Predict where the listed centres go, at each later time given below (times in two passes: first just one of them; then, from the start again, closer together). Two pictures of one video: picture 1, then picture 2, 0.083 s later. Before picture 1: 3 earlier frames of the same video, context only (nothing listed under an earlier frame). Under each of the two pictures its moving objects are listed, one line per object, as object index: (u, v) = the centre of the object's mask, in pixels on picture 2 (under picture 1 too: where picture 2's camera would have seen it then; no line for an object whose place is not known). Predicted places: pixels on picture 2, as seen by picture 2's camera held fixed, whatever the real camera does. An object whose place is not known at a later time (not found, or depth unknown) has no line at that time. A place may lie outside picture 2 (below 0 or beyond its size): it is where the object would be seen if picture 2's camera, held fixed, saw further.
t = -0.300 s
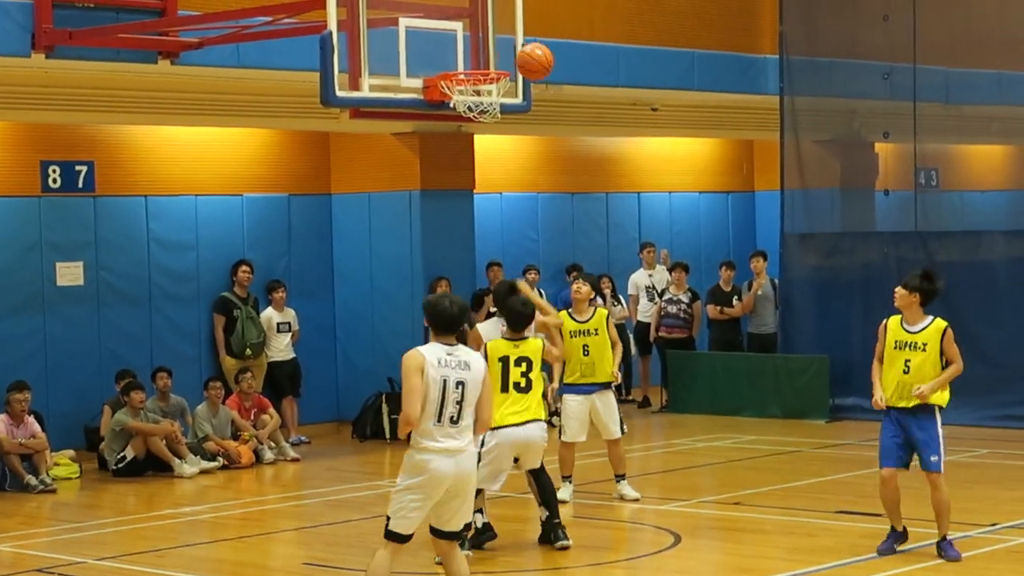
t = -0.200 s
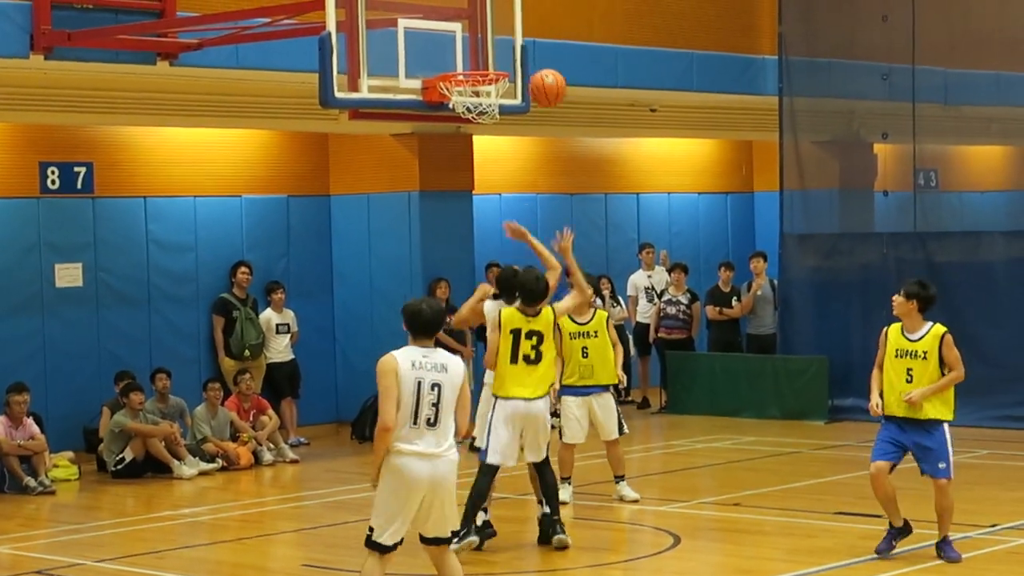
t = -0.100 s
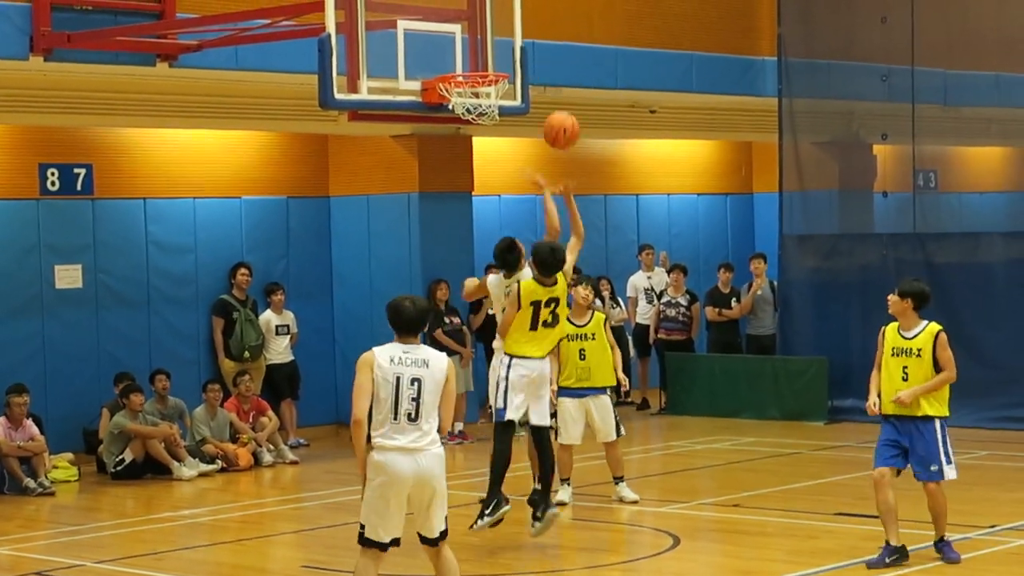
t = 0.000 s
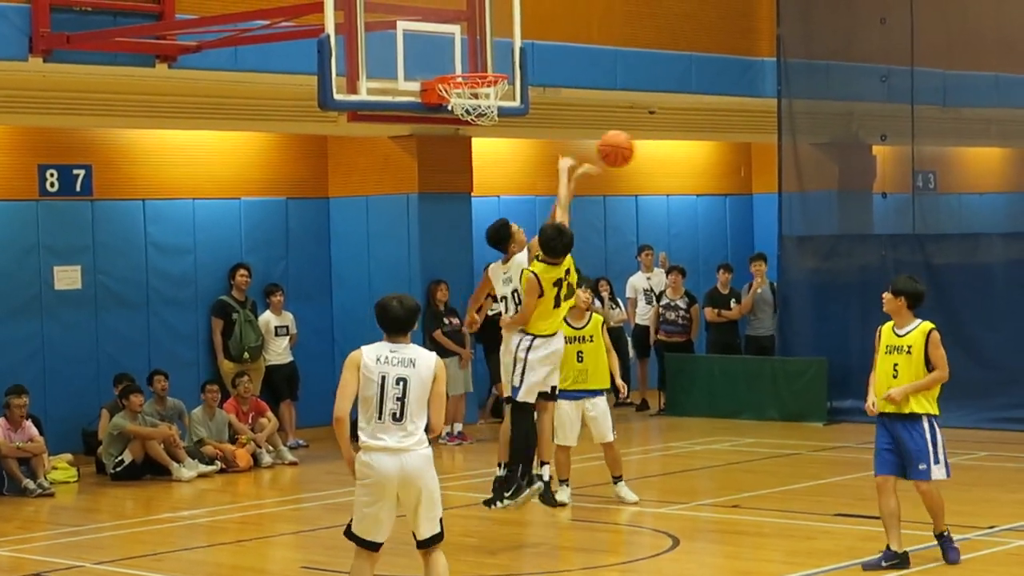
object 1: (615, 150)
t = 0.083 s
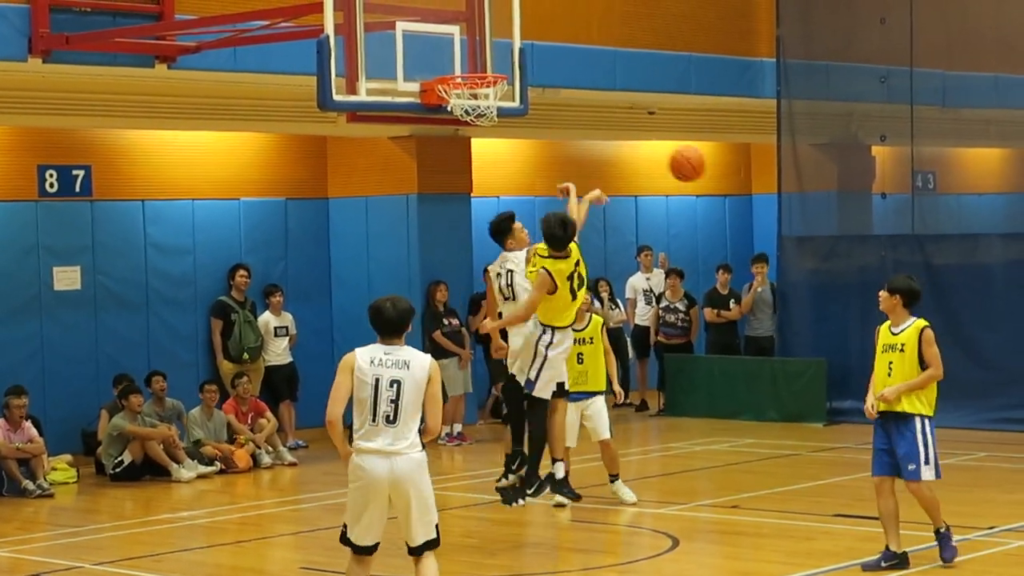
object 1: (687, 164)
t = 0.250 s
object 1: (832, 225)
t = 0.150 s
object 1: (745, 182)
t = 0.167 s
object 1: (759, 187)
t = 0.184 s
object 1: (774, 194)
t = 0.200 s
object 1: (789, 201)
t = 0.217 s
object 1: (803, 209)
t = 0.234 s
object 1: (817, 216)
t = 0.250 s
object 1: (832, 225)
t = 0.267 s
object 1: (847, 233)
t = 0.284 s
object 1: (861, 242)
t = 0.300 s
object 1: (876, 252)
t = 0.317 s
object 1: (891, 264)
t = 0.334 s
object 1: (905, 270)
